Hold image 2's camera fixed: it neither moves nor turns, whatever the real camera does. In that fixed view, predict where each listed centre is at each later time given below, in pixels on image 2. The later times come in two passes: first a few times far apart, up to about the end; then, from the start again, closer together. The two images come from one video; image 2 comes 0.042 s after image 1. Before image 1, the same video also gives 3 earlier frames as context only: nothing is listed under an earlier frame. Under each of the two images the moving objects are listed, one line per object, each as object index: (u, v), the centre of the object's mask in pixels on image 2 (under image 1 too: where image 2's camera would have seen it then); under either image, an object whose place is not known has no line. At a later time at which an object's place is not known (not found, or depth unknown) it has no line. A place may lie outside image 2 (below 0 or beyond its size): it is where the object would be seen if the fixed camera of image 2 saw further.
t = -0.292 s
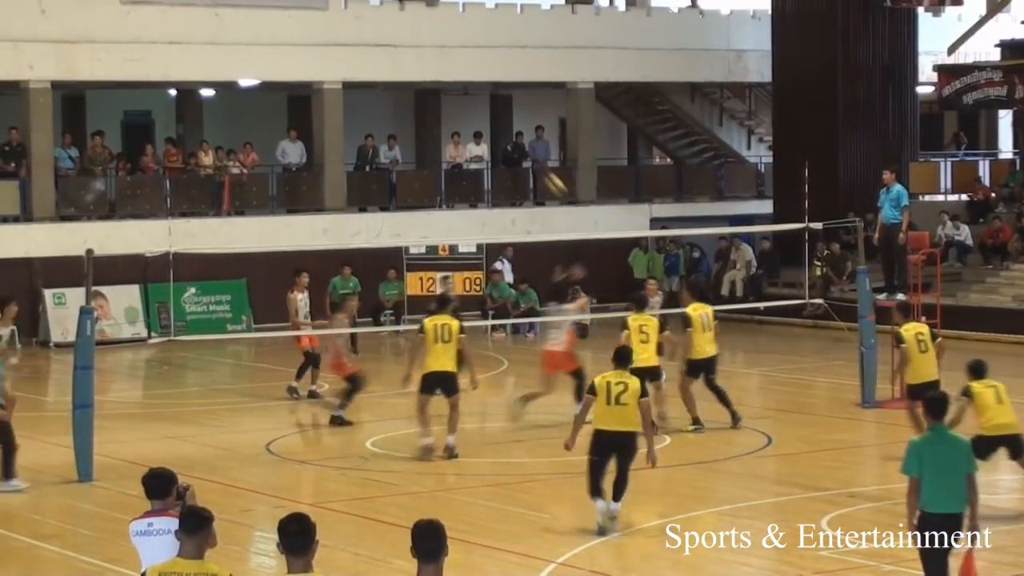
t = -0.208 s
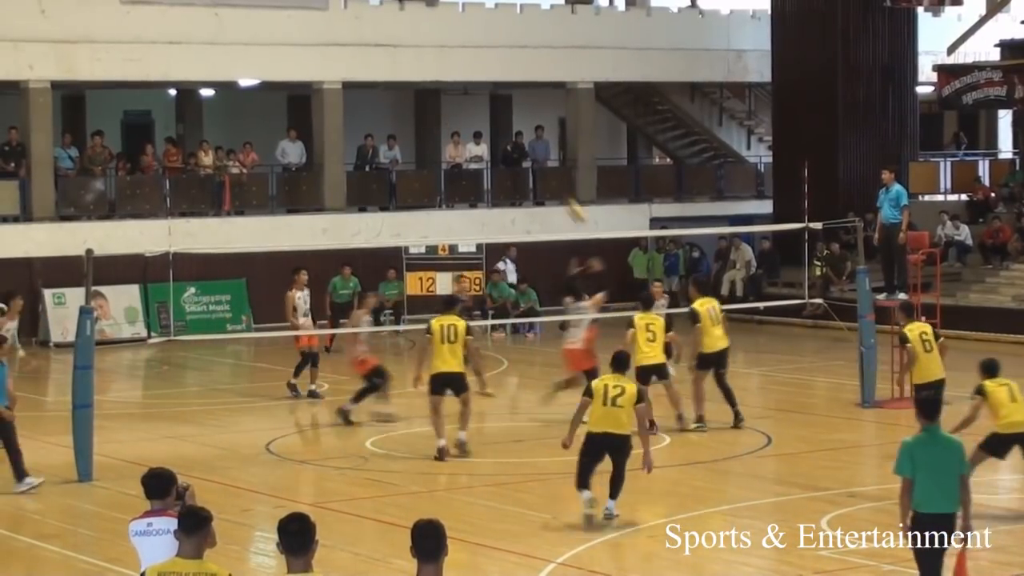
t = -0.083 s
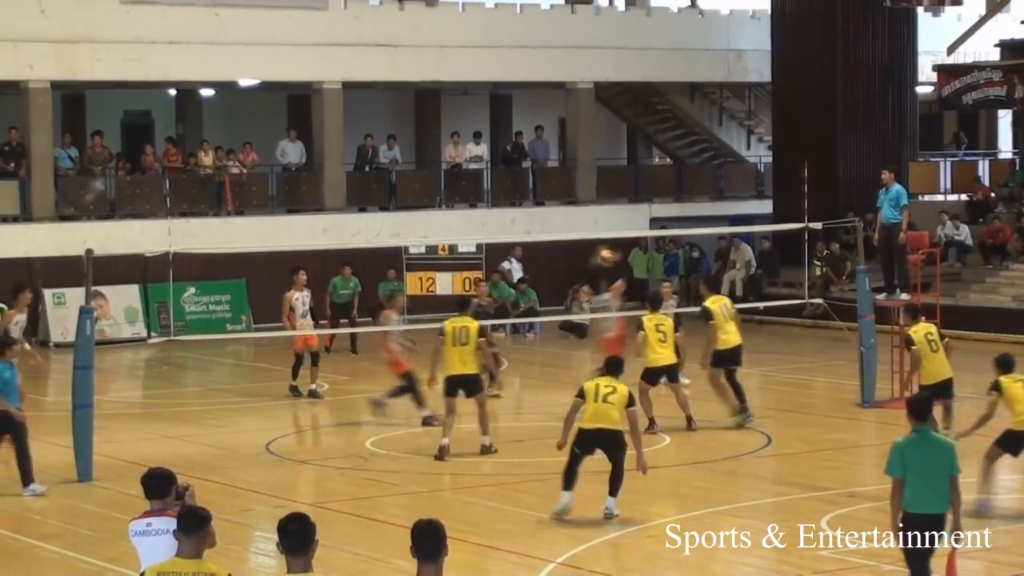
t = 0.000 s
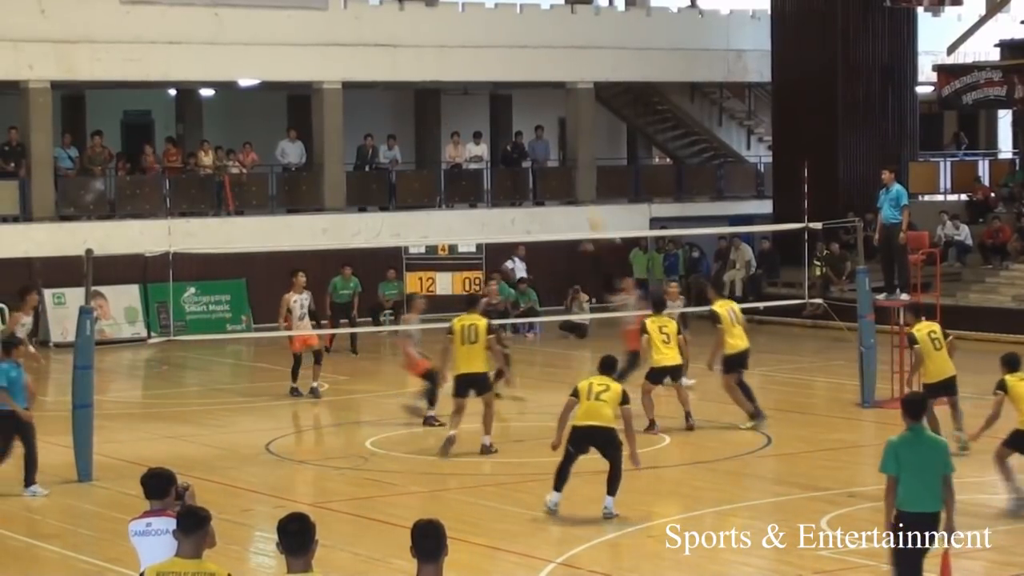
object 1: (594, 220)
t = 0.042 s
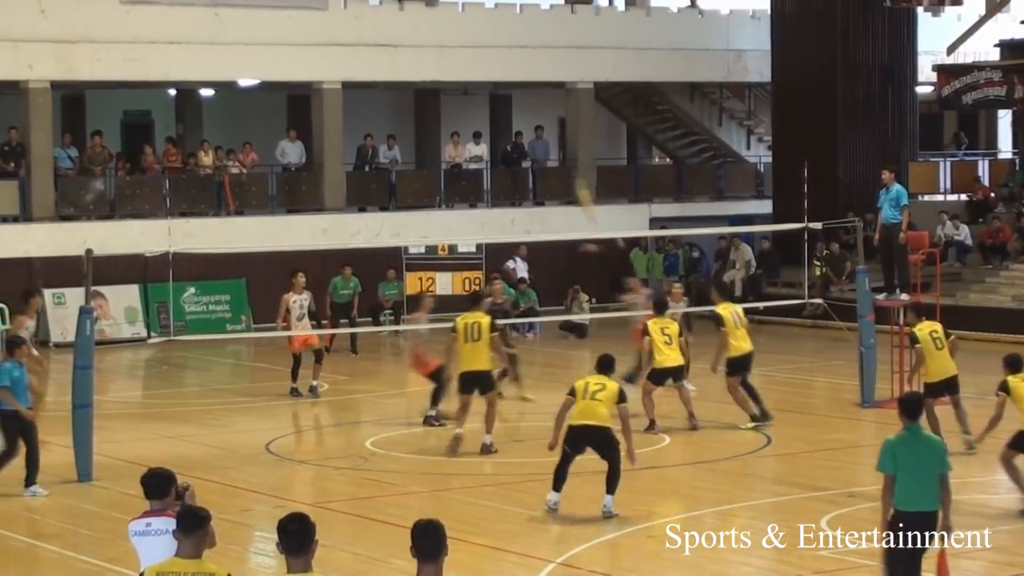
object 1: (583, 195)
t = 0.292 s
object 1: (521, 85)
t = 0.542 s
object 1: (457, 21)
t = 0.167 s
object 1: (552, 133)
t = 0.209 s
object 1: (541, 116)
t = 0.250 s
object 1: (531, 100)
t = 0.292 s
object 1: (521, 85)
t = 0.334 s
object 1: (510, 71)
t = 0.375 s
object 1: (500, 59)
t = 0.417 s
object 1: (489, 47)
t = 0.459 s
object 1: (479, 37)
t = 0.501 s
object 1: (468, 28)
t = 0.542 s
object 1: (457, 21)
